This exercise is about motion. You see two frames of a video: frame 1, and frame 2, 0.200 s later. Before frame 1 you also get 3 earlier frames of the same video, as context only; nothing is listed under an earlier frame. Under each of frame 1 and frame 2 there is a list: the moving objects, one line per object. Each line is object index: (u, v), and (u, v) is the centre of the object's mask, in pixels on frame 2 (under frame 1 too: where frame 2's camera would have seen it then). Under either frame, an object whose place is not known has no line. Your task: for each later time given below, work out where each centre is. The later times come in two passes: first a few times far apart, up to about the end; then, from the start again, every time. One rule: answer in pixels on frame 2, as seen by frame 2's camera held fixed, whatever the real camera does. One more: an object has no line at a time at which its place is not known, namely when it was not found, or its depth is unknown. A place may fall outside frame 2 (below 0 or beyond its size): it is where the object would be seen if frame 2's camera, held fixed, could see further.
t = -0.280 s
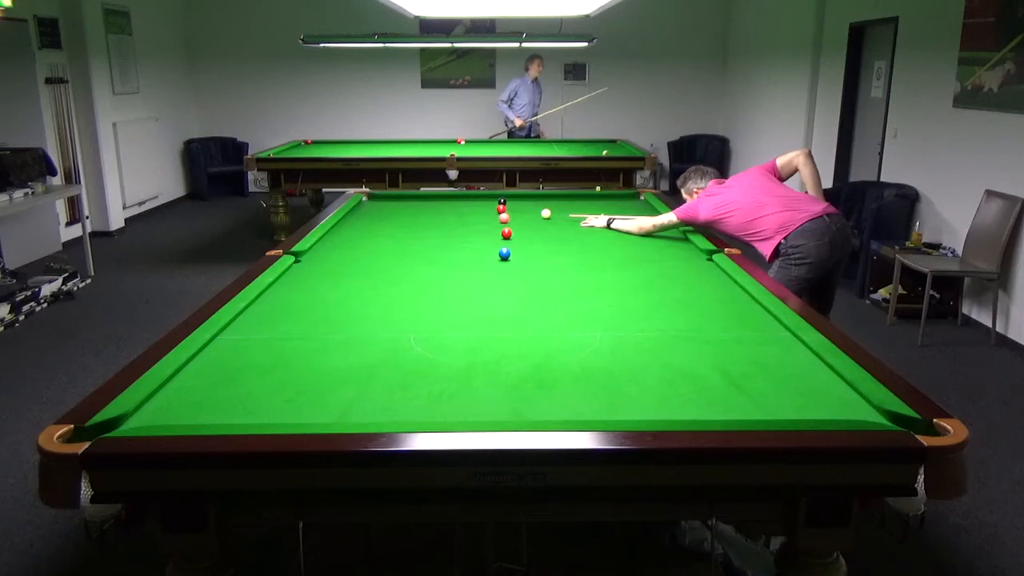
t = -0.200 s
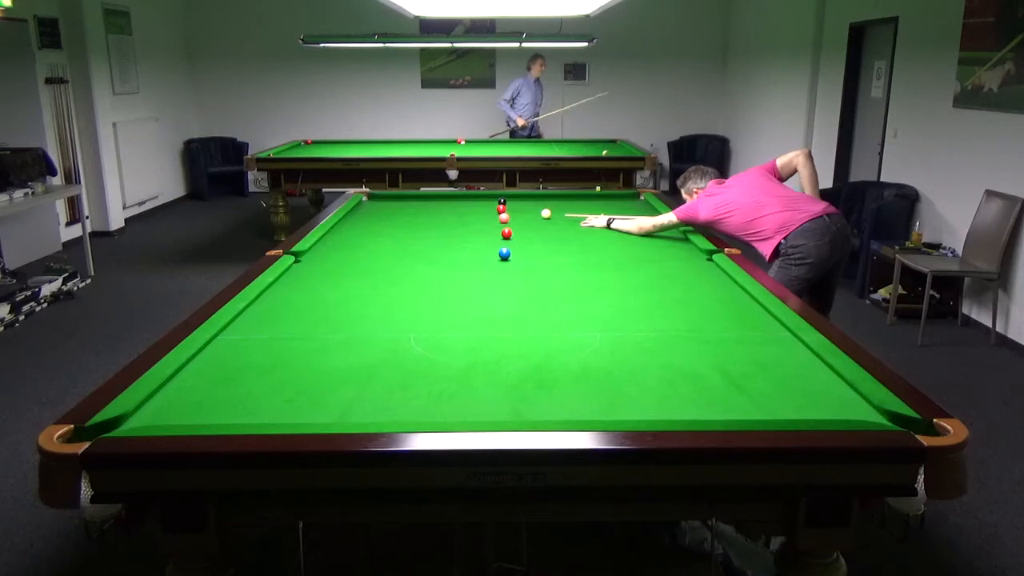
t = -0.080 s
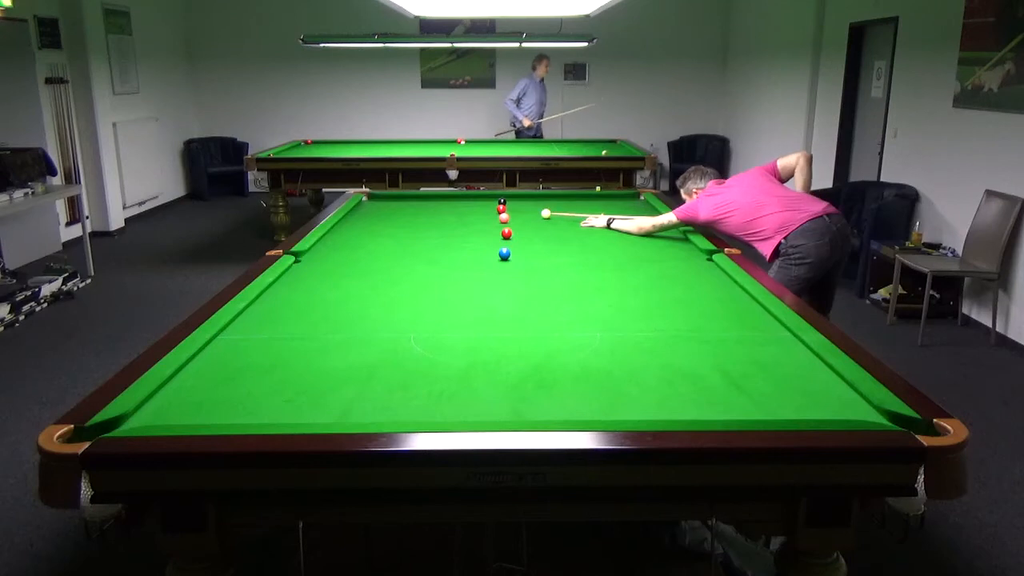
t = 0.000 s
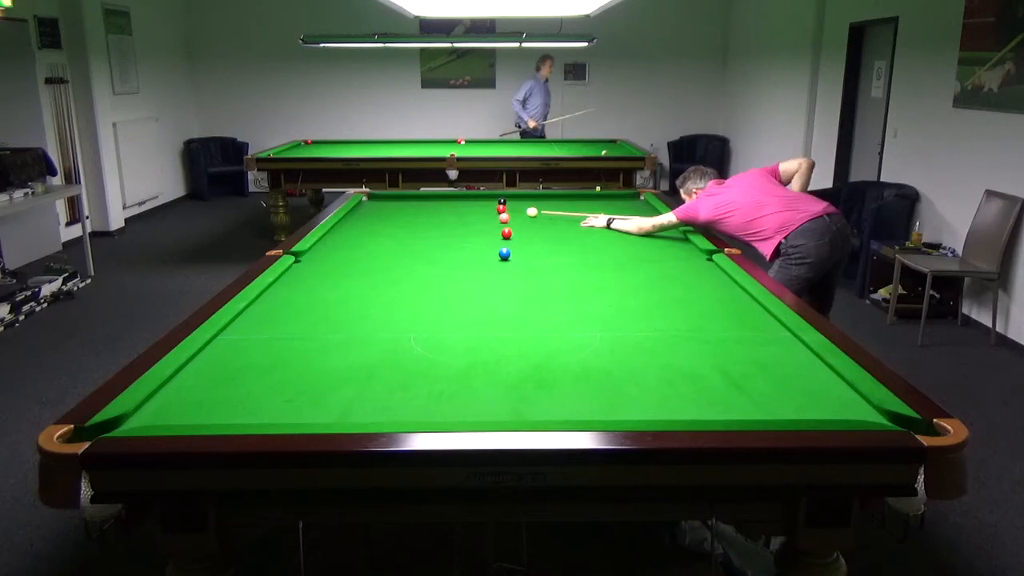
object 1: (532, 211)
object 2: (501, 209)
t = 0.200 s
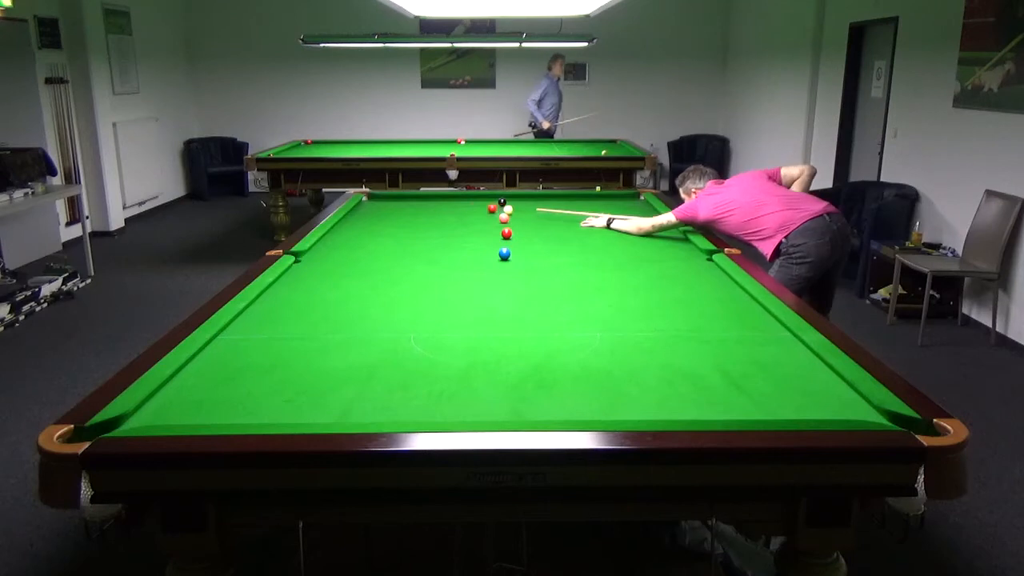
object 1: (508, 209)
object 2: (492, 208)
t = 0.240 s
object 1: (507, 209)
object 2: (487, 208)
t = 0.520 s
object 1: (497, 208)
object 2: (461, 205)
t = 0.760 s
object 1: (489, 208)
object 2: (440, 203)
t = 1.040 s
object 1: (481, 207)
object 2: (417, 200)
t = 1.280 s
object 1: (475, 206)
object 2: (399, 199)
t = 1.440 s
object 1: (471, 206)
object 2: (388, 198)
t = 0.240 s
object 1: (507, 209)
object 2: (487, 208)
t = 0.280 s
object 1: (505, 209)
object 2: (483, 207)
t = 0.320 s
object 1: (503, 209)
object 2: (479, 207)
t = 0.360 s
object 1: (502, 209)
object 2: (475, 206)
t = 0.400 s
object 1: (501, 209)
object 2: (472, 206)
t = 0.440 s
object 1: (499, 208)
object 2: (468, 206)
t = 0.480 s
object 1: (498, 208)
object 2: (464, 205)
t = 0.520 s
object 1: (497, 208)
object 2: (461, 205)
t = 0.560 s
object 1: (495, 208)
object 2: (457, 205)
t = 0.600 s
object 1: (494, 208)
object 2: (453, 204)
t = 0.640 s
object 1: (493, 208)
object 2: (450, 204)
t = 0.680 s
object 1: (491, 208)
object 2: (446, 204)
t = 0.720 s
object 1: (490, 208)
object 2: (443, 203)
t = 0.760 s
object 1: (489, 208)
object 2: (440, 203)
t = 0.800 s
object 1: (488, 207)
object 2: (436, 203)
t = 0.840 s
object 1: (486, 207)
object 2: (433, 202)
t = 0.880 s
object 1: (485, 207)
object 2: (430, 202)
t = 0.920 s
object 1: (484, 207)
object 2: (427, 201)
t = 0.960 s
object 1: (483, 207)
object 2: (423, 201)
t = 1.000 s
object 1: (482, 207)
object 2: (420, 201)
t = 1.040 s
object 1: (481, 207)
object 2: (417, 200)
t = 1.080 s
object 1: (480, 207)
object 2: (414, 200)
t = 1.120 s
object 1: (479, 206)
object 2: (411, 200)
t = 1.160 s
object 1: (478, 206)
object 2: (408, 200)
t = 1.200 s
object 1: (477, 206)
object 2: (405, 199)
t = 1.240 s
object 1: (476, 206)
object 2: (402, 199)
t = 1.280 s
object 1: (475, 206)
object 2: (399, 199)
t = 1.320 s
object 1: (474, 206)
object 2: (396, 198)
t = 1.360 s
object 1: (473, 206)
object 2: (393, 198)
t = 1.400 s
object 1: (472, 206)
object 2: (390, 198)
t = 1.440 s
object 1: (471, 206)
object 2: (388, 198)
